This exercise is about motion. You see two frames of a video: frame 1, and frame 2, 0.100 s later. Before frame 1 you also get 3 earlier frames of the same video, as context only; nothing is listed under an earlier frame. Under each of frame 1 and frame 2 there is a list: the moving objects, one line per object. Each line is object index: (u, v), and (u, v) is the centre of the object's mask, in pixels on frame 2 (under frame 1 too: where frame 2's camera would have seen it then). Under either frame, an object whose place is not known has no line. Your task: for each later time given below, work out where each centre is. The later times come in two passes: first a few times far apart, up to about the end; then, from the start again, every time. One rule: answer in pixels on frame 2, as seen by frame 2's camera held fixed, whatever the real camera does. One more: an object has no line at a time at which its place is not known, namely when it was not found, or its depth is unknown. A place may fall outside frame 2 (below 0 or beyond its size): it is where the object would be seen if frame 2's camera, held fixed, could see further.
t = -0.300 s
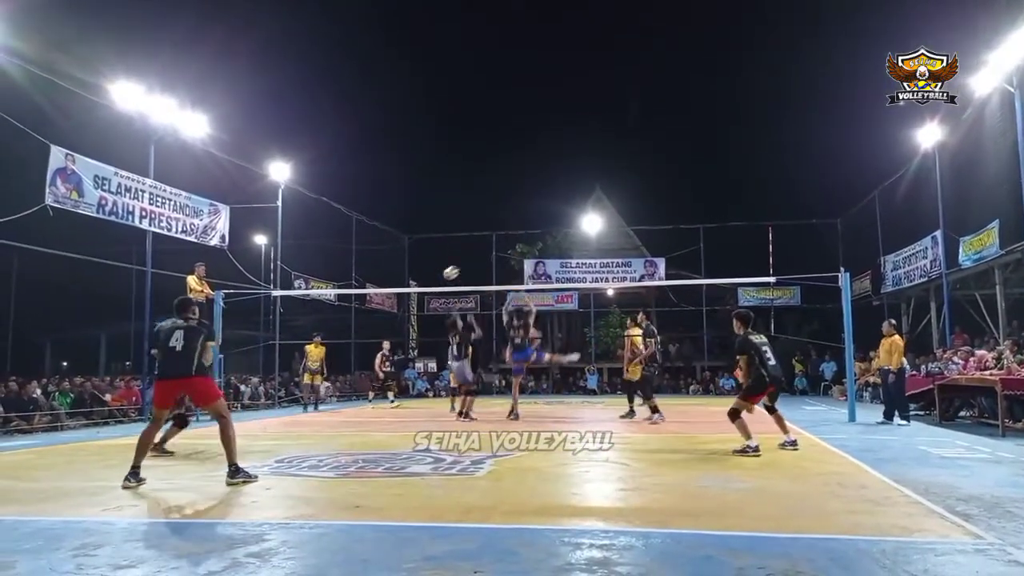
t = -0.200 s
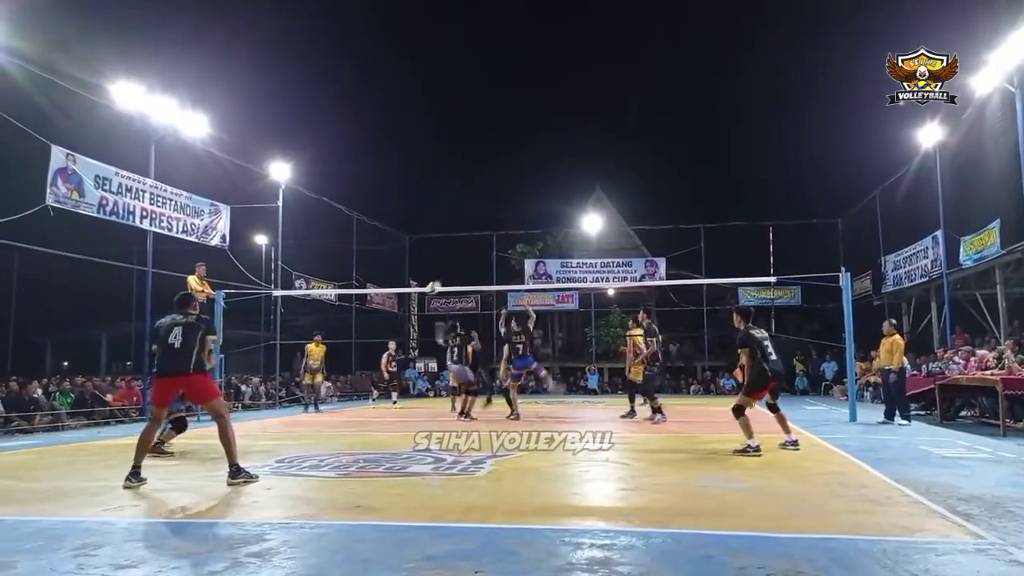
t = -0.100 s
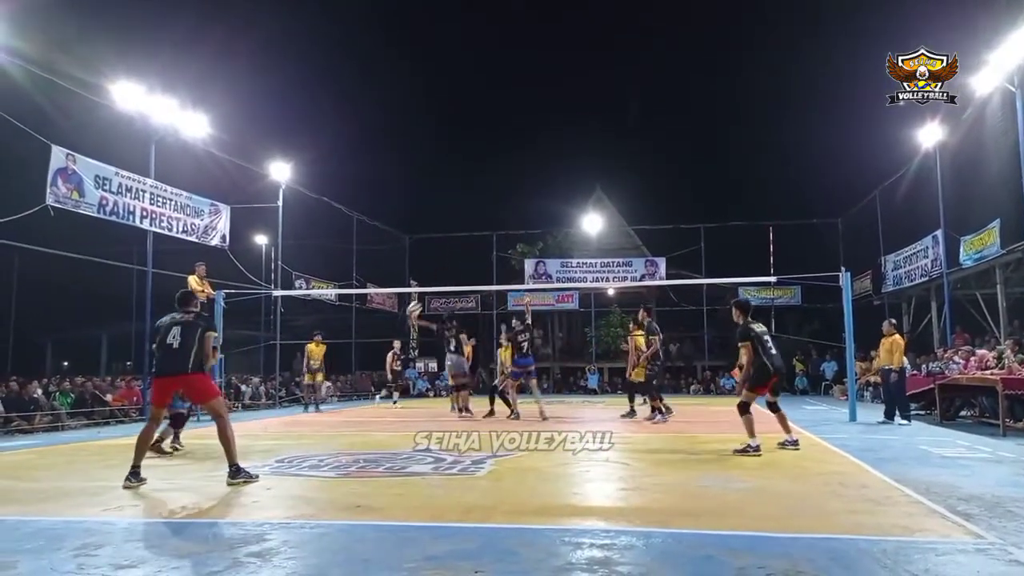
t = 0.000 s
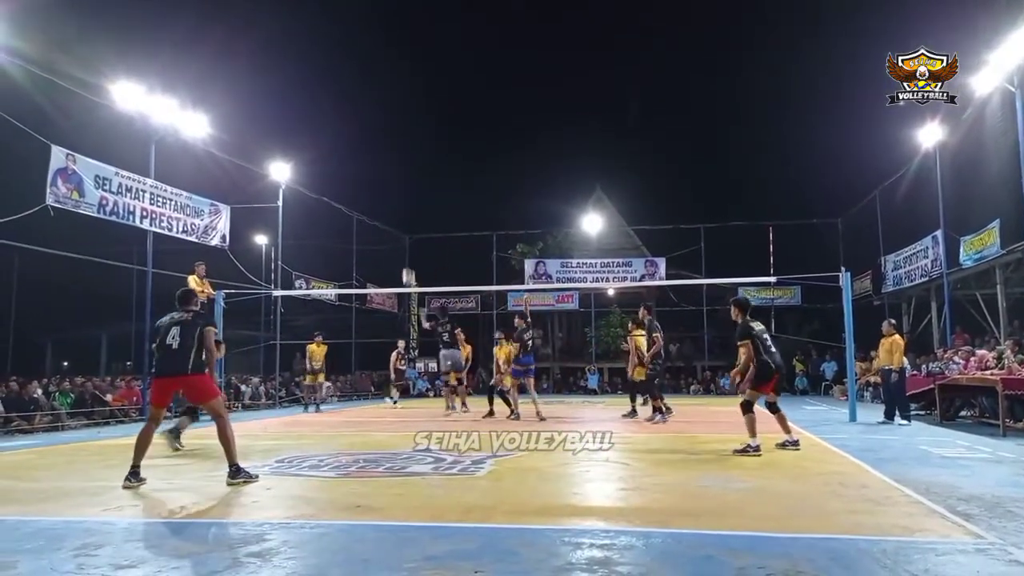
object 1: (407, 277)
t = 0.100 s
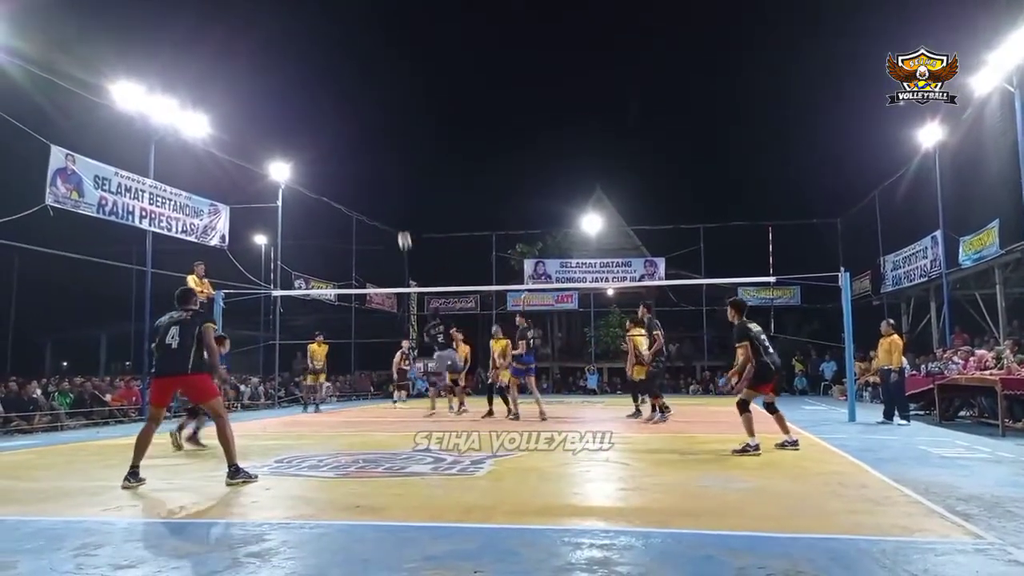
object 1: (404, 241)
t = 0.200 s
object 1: (400, 208)
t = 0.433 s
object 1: (391, 155)
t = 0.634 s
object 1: (382, 132)
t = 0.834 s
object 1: (372, 134)
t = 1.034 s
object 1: (361, 162)
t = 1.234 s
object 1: (350, 221)
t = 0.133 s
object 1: (403, 229)
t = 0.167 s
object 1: (402, 218)
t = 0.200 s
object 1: (400, 208)
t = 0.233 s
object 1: (399, 198)
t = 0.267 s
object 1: (397, 190)
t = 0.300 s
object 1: (396, 182)
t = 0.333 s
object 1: (395, 174)
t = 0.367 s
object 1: (394, 167)
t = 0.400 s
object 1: (392, 161)
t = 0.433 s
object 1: (391, 155)
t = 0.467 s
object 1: (390, 149)
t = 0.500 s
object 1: (388, 145)
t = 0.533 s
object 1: (386, 141)
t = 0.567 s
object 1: (385, 138)
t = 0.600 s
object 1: (383, 135)
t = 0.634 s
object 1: (382, 132)
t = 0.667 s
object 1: (380, 131)
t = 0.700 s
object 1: (378, 130)
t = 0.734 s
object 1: (377, 130)
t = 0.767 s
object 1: (375, 131)
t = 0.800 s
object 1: (373, 132)
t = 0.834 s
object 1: (372, 134)
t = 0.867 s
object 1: (370, 137)
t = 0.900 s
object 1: (368, 141)
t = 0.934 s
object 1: (367, 145)
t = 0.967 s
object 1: (365, 150)
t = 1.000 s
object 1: (363, 156)
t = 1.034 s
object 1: (361, 162)
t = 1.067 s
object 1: (359, 170)
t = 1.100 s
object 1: (358, 178)
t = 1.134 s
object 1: (355, 188)
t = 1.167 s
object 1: (354, 198)
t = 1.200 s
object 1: (352, 209)
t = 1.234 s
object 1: (350, 221)
